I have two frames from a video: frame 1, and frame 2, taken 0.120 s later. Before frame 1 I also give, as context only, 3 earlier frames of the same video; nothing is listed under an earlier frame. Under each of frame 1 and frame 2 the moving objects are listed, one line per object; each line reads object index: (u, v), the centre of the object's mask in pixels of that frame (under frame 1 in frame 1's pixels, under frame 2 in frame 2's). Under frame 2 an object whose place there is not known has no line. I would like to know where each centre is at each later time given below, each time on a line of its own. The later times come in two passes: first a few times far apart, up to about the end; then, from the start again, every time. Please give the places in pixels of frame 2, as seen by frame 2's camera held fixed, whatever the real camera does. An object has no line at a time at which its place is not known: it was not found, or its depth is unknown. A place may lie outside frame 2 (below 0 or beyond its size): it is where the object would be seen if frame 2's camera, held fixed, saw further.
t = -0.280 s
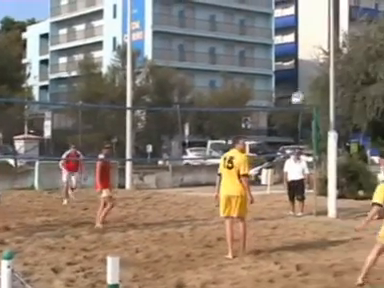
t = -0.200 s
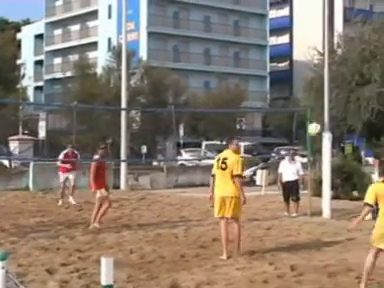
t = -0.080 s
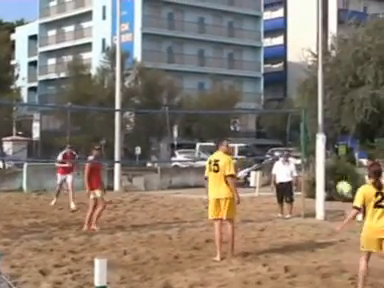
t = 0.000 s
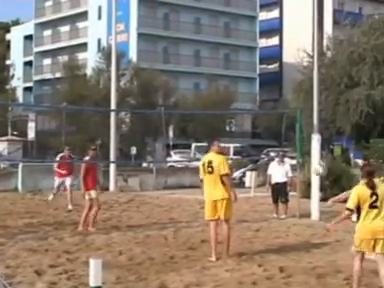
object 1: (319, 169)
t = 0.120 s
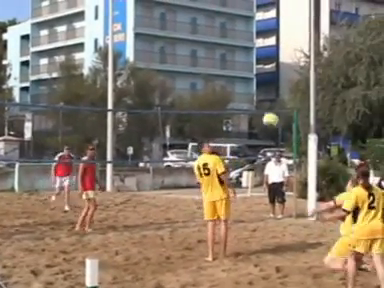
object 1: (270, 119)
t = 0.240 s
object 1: (225, 80)
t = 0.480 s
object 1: (131, 35)
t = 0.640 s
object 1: (68, 25)
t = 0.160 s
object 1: (254, 105)
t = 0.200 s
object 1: (238, 91)
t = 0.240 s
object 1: (225, 80)
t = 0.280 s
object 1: (209, 69)
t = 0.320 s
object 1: (192, 60)
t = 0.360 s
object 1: (177, 52)
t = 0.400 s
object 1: (162, 43)
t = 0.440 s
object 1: (147, 37)
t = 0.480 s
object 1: (131, 35)
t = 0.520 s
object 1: (116, 30)
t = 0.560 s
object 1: (99, 28)
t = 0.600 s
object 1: (84, 25)
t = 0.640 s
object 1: (68, 25)
